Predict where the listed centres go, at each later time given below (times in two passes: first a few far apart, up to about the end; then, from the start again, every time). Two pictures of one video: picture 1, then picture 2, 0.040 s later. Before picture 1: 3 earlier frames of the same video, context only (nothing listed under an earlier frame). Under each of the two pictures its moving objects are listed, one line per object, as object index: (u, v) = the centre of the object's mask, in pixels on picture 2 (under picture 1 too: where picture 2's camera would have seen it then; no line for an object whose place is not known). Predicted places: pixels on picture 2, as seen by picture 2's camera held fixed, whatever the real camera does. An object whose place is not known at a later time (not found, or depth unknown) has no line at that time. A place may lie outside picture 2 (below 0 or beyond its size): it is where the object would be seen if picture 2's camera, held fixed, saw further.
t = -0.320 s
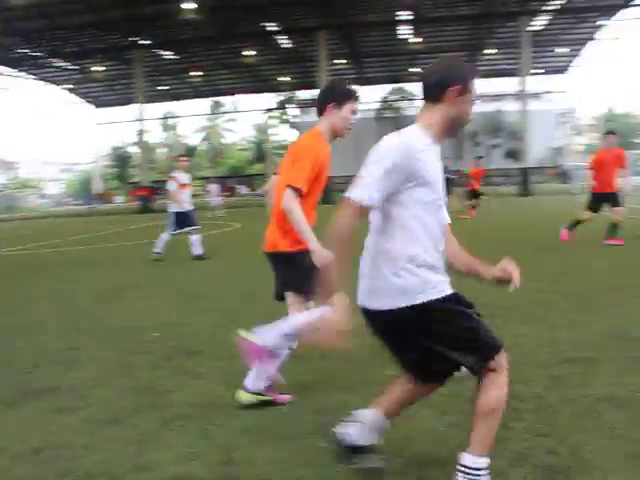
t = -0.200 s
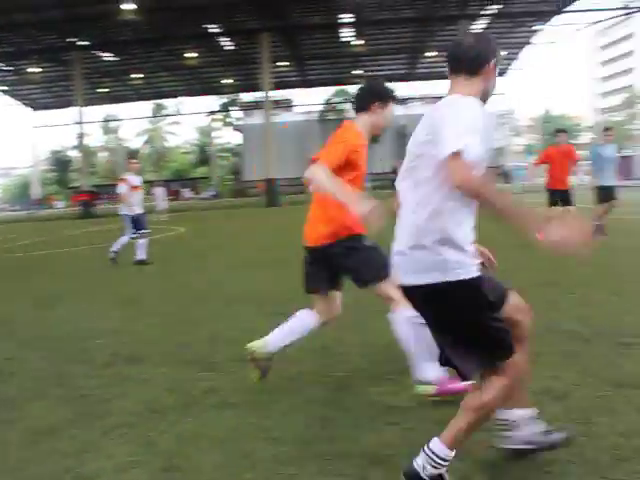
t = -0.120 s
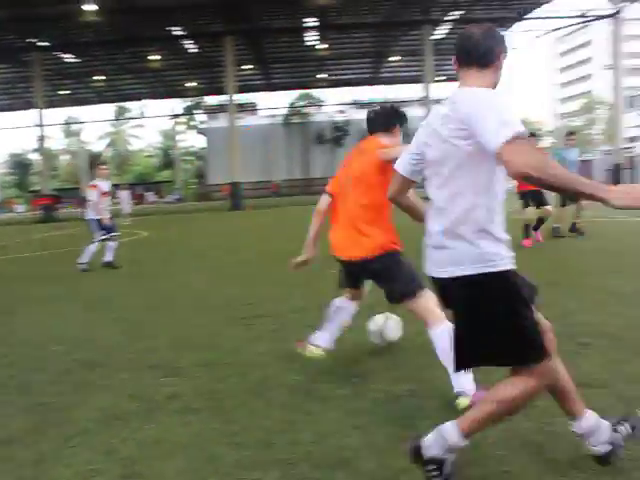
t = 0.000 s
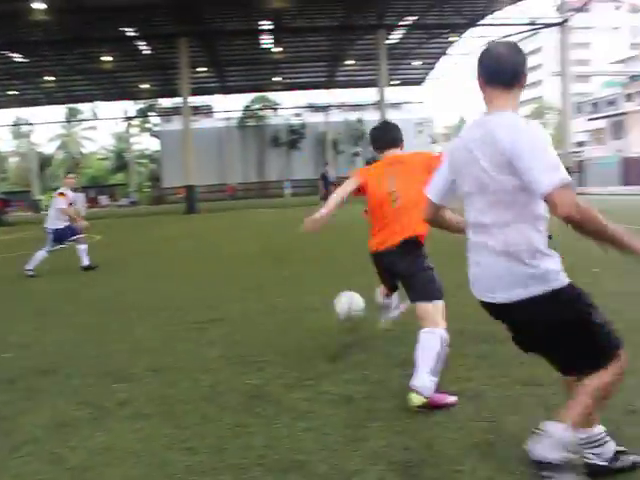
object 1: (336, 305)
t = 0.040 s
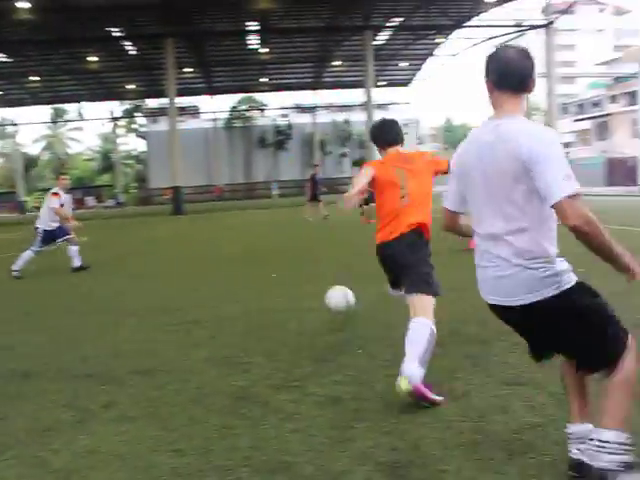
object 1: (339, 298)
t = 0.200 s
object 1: (350, 292)
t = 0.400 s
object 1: (358, 273)
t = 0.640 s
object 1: (365, 264)
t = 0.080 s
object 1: (342, 293)
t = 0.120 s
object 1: (344, 291)
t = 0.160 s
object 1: (347, 291)
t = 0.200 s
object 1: (350, 292)
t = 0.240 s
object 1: (352, 289)
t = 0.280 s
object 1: (353, 282)
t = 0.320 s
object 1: (355, 277)
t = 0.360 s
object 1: (356, 274)
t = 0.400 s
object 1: (358, 273)
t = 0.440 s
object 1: (359, 273)
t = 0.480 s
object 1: (360, 274)
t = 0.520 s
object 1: (361, 269)
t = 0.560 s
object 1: (362, 266)
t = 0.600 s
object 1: (364, 264)
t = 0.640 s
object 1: (365, 264)
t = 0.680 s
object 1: (365, 262)
